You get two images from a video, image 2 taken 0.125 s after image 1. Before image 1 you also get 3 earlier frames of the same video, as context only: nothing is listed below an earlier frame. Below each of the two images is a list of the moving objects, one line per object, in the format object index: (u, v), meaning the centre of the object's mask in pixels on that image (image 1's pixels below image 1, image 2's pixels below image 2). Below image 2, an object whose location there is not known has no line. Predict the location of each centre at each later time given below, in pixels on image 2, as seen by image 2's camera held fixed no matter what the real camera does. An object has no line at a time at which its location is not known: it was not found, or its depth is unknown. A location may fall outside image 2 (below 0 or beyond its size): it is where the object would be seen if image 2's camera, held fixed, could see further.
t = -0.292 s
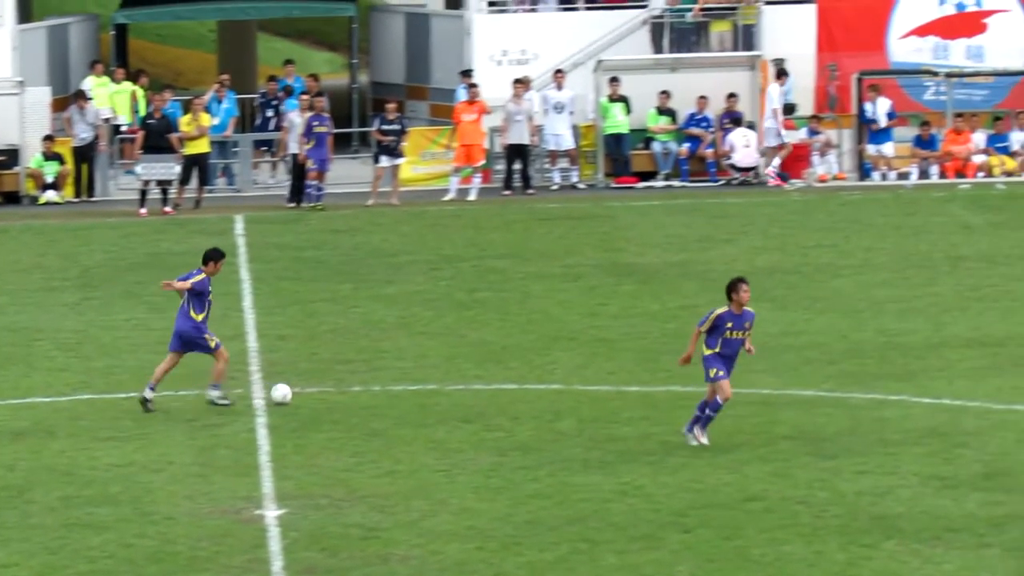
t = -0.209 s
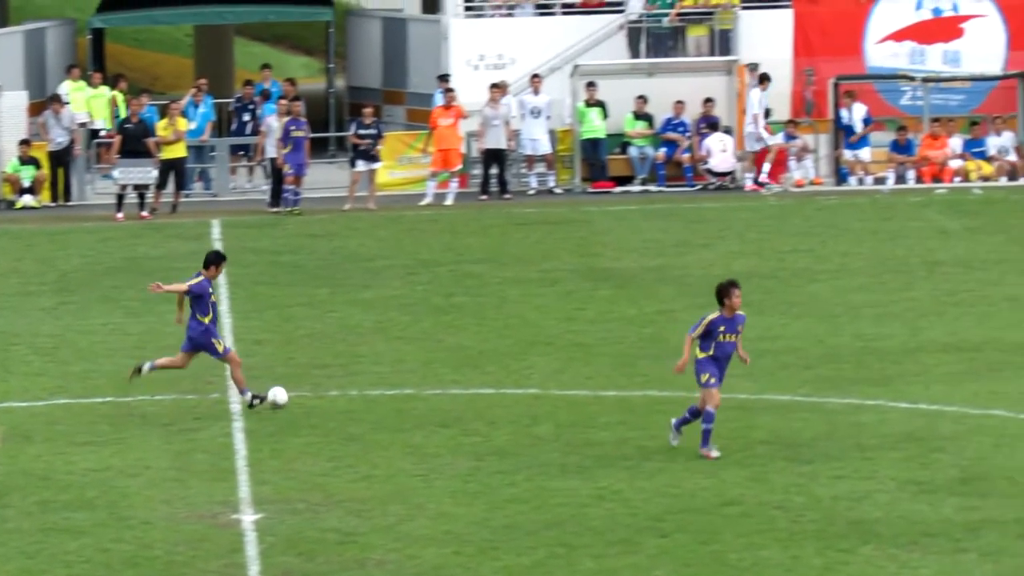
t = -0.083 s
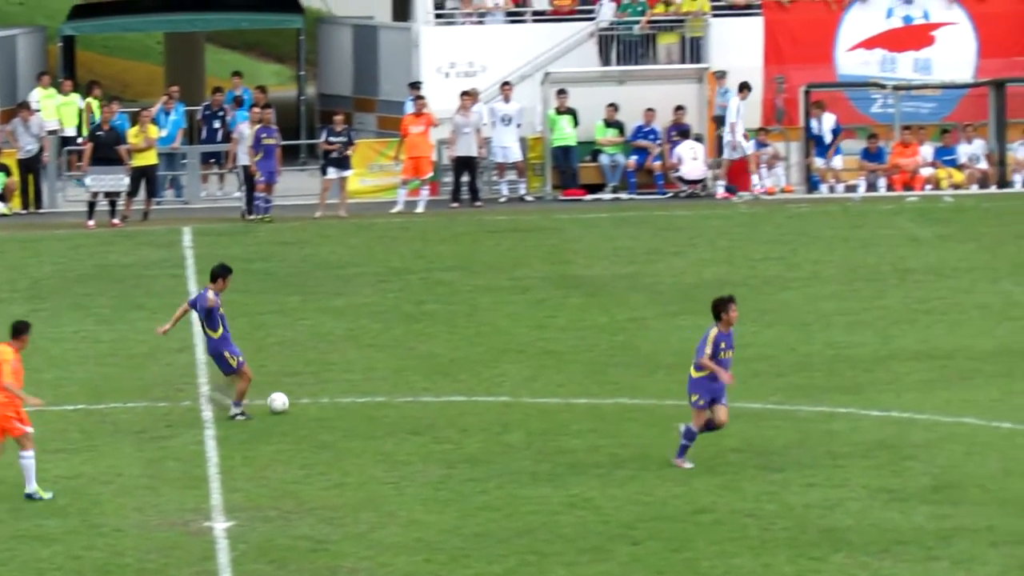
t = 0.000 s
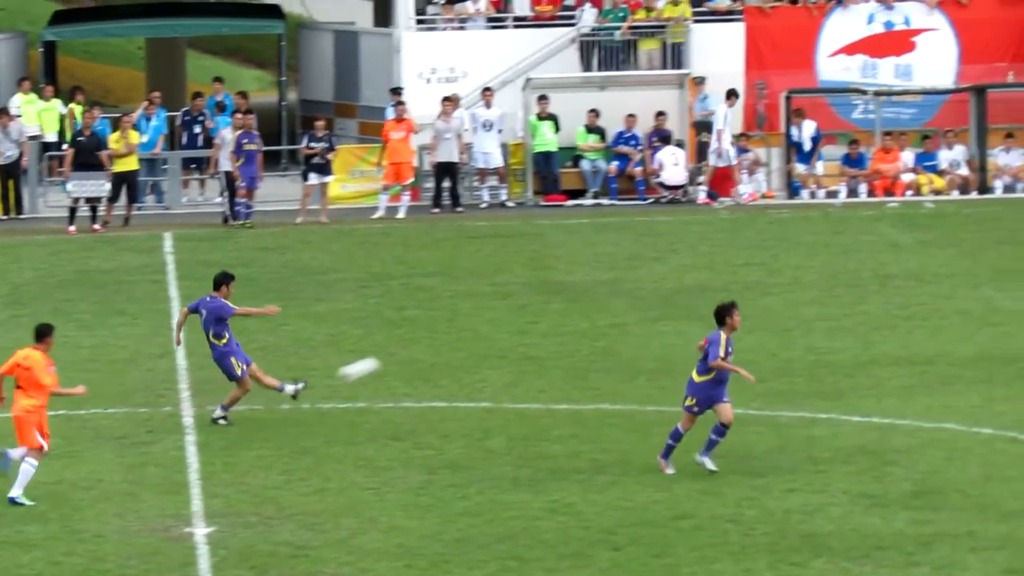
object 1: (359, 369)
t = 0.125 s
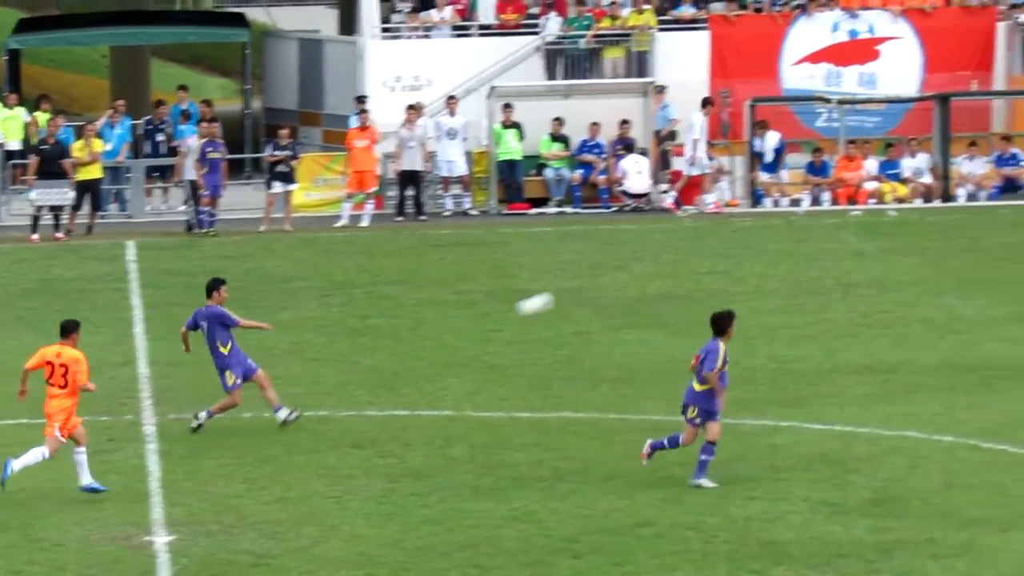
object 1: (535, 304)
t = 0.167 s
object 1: (605, 283)
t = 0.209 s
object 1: (675, 262)
